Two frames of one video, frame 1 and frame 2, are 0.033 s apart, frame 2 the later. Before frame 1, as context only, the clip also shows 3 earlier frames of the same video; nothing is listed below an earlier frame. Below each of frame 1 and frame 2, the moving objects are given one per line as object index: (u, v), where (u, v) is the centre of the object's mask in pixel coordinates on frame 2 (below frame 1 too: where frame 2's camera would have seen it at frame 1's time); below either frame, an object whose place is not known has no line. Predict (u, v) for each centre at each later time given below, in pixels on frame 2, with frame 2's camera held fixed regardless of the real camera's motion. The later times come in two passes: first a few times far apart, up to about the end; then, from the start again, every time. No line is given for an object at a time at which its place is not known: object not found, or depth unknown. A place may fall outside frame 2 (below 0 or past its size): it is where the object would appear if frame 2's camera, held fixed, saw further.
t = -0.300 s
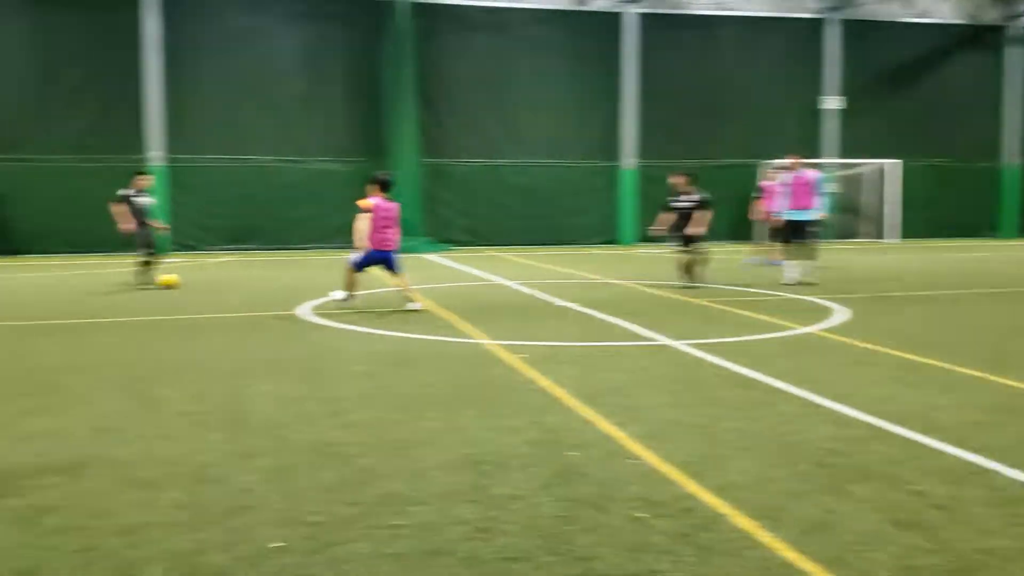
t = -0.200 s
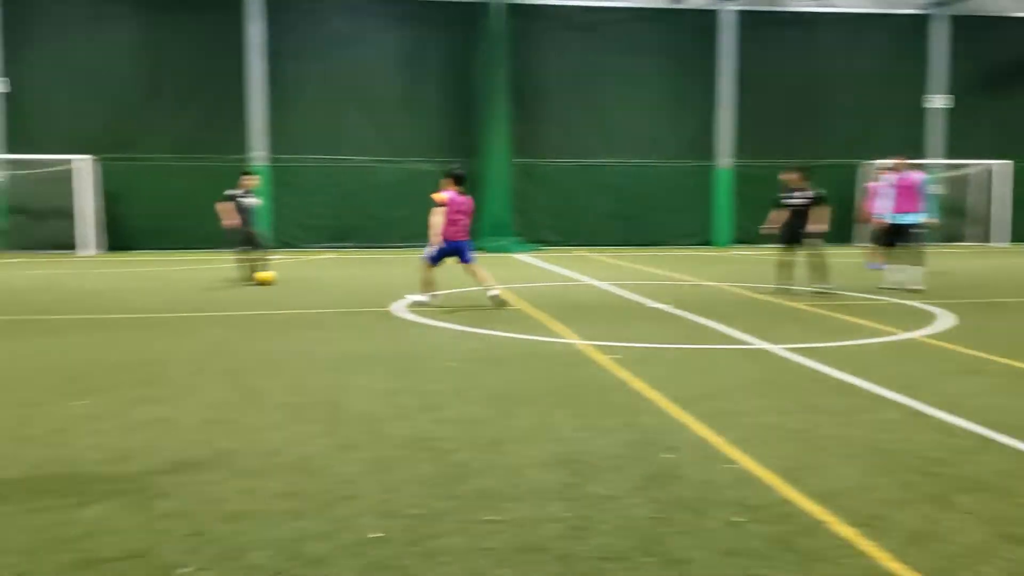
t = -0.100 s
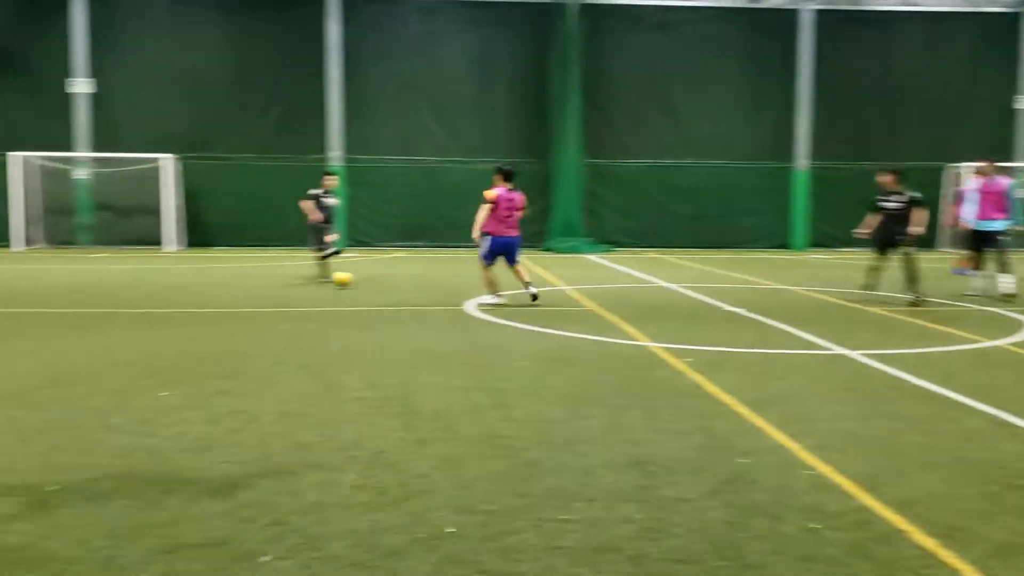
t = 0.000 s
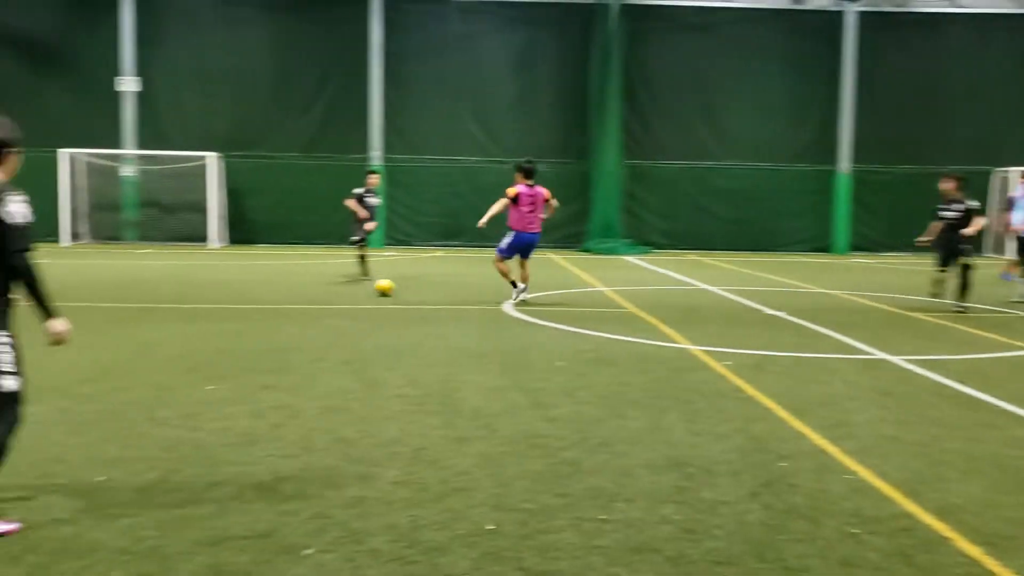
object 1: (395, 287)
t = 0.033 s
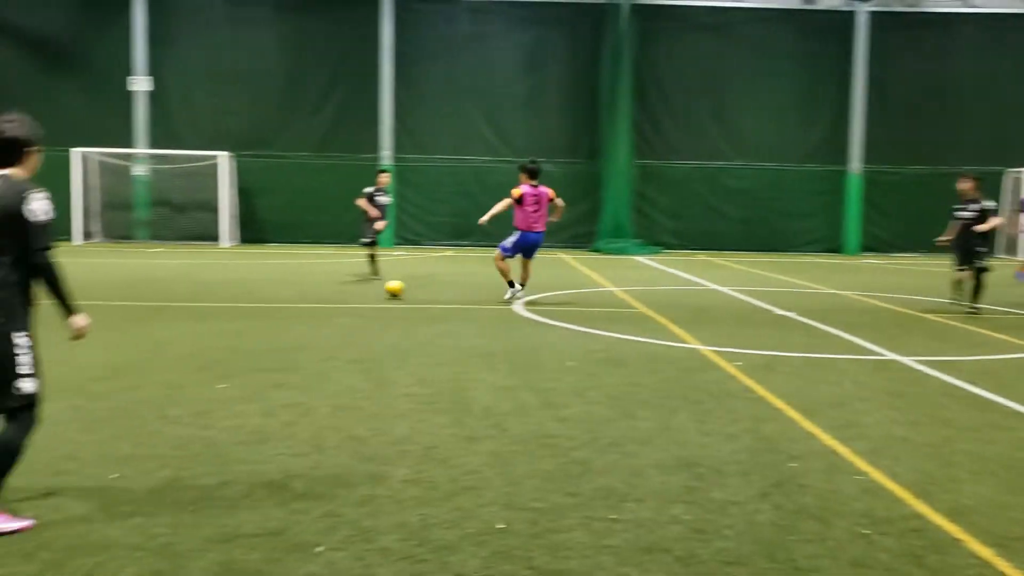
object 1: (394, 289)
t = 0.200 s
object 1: (395, 308)
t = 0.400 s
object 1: (396, 333)
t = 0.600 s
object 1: (397, 364)
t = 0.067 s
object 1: (395, 292)
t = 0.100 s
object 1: (395, 297)
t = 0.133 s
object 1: (395, 301)
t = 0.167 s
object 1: (395, 305)
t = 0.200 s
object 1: (395, 308)
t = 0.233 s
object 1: (396, 312)
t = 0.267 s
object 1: (396, 316)
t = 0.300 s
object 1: (396, 321)
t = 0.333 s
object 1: (396, 325)
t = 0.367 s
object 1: (396, 330)
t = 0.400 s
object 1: (396, 333)
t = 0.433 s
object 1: (397, 336)
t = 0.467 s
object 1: (398, 344)
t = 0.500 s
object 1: (397, 352)
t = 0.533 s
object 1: (397, 357)
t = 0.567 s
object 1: (397, 359)
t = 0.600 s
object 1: (397, 364)
